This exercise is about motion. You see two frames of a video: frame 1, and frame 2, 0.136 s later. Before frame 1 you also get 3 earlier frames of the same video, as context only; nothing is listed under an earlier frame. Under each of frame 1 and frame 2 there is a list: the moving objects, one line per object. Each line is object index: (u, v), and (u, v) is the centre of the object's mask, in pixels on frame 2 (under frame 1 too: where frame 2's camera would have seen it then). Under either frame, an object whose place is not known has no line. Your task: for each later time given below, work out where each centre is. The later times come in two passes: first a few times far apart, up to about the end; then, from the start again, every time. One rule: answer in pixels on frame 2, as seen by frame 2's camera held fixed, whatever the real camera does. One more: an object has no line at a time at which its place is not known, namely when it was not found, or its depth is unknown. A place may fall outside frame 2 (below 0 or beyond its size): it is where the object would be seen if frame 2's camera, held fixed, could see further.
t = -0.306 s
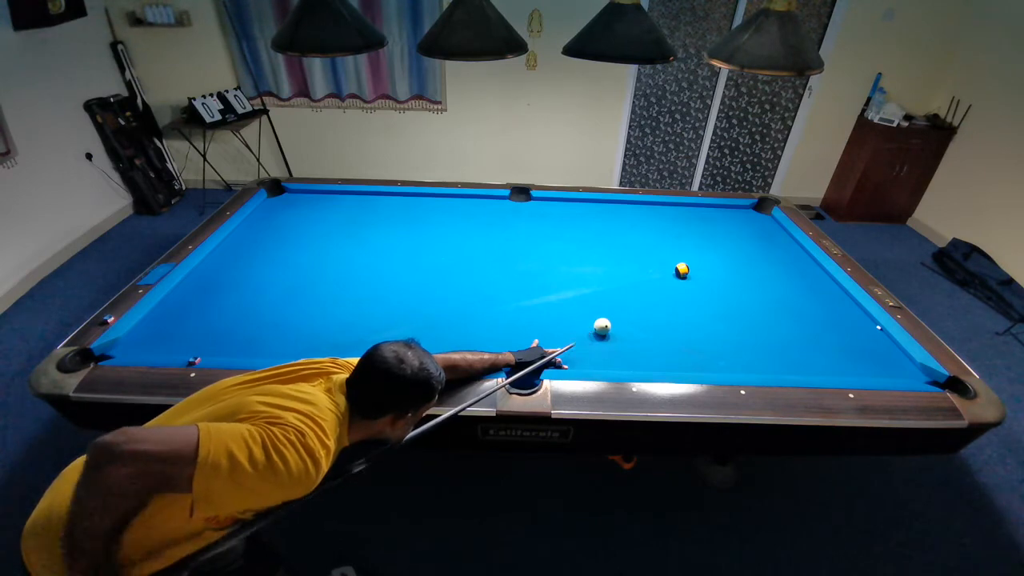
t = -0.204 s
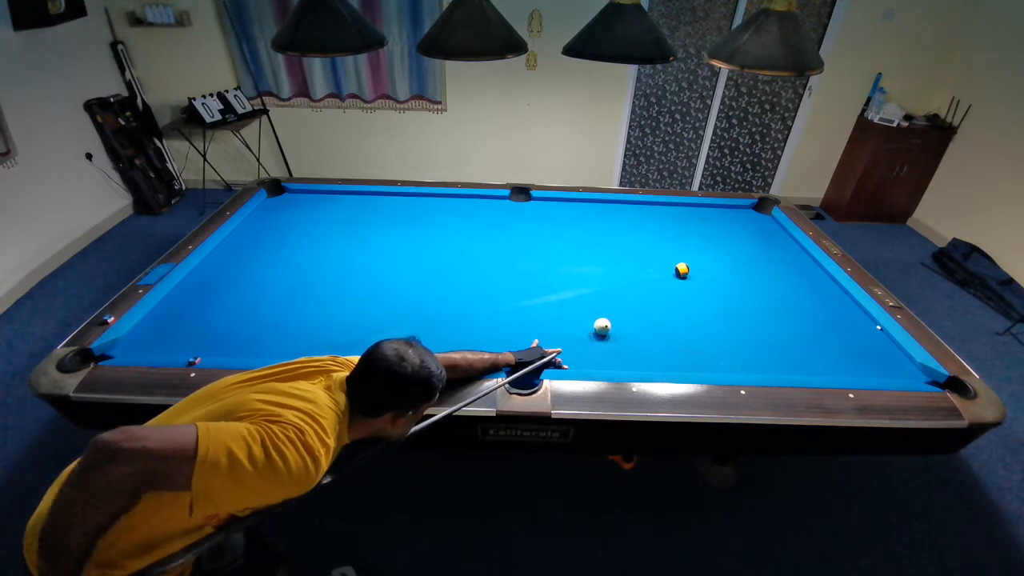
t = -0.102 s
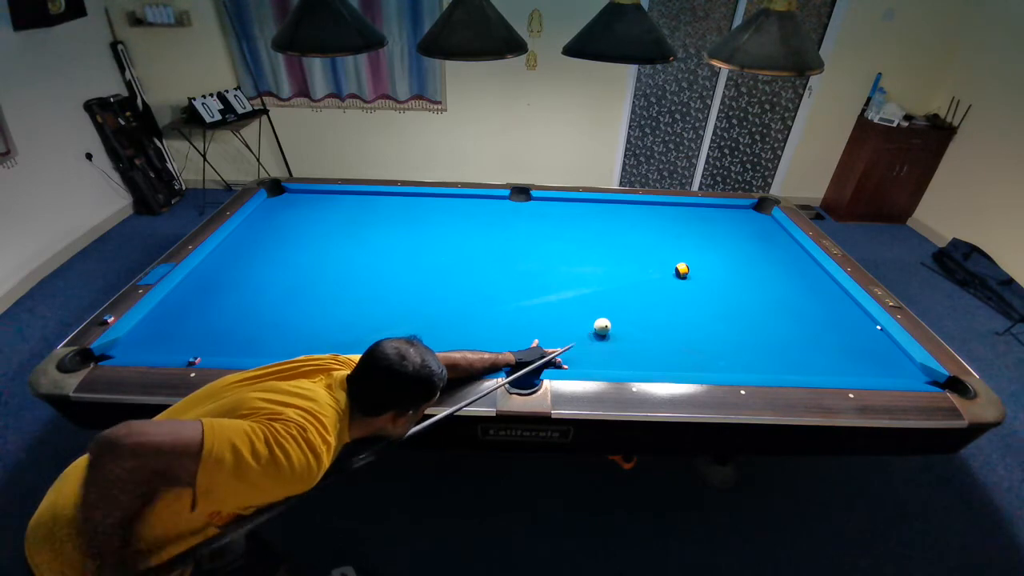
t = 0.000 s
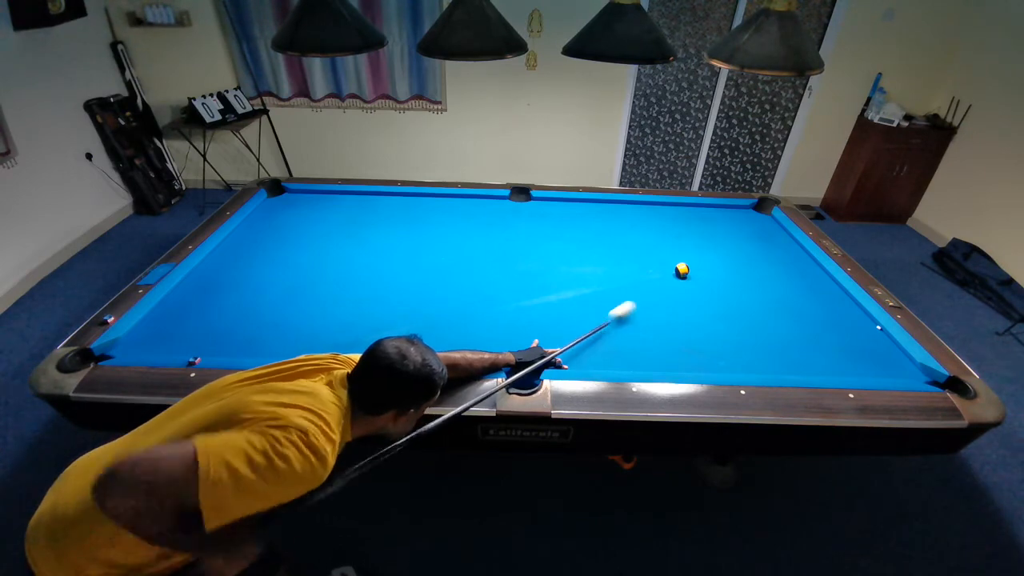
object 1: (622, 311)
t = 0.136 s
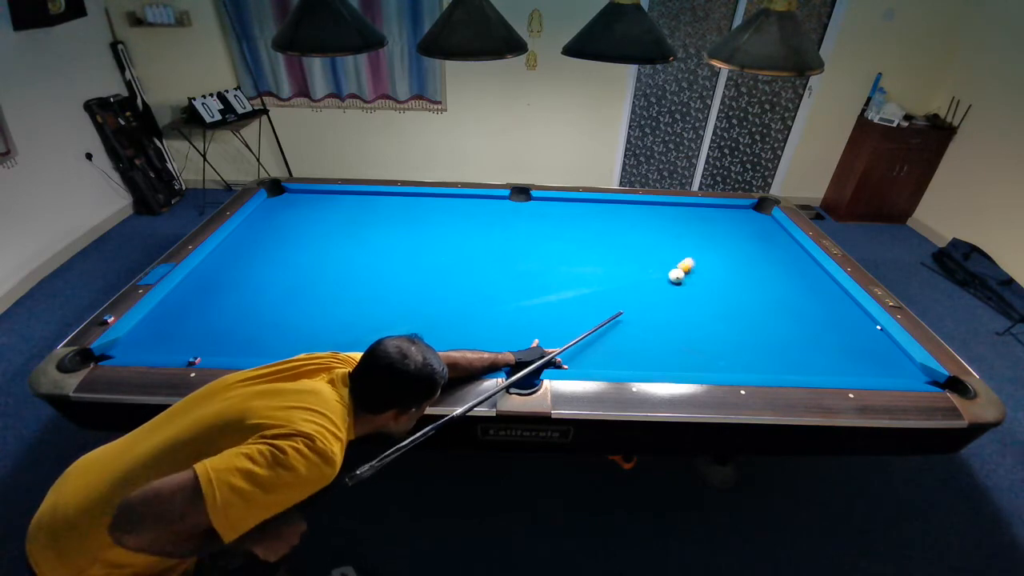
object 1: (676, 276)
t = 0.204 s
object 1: (680, 276)
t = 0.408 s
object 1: (688, 278)
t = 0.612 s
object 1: (696, 279)
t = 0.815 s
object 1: (703, 279)
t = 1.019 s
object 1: (710, 280)
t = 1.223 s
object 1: (715, 281)
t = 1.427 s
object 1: (720, 281)
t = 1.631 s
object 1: (723, 281)
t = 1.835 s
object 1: (726, 282)
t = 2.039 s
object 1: (728, 282)
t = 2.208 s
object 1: (730, 282)
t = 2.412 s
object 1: (730, 282)
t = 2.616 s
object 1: (729, 282)
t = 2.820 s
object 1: (729, 282)
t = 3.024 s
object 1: (729, 282)
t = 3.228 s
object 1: (729, 282)
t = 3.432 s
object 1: (729, 282)
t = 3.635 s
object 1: (729, 282)
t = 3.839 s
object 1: (729, 282)
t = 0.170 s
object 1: (678, 276)
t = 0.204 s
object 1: (680, 276)
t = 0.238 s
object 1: (681, 277)
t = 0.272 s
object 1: (683, 277)
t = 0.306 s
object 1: (684, 277)
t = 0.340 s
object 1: (686, 277)
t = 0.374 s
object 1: (687, 277)
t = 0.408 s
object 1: (688, 278)
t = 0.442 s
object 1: (690, 278)
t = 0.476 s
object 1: (691, 278)
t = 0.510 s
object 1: (692, 278)
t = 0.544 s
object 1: (694, 278)
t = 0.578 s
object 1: (695, 278)
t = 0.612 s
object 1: (696, 279)
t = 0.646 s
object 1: (697, 279)
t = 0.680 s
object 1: (699, 279)
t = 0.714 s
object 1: (700, 279)
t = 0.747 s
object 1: (701, 279)
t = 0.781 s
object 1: (702, 279)
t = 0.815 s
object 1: (703, 279)
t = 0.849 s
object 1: (704, 280)
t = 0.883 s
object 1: (705, 280)
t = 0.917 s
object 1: (707, 280)
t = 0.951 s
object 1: (708, 280)
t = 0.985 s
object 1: (709, 280)
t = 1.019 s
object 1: (710, 280)
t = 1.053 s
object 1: (711, 280)
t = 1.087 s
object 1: (712, 280)
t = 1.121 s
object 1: (712, 281)
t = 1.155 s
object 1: (713, 281)
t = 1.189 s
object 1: (714, 281)
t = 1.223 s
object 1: (715, 281)
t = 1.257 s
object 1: (716, 281)
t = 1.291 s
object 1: (717, 281)
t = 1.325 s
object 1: (717, 281)
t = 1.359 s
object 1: (718, 281)
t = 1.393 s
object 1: (719, 281)
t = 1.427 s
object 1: (720, 281)
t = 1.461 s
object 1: (720, 281)
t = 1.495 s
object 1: (721, 281)
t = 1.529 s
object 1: (722, 281)
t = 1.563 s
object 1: (722, 281)
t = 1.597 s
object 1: (723, 281)
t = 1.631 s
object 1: (723, 281)
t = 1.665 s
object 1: (724, 281)
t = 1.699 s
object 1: (724, 282)
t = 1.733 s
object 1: (725, 282)
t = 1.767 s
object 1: (726, 282)
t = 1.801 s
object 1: (726, 282)
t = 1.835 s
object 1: (726, 282)
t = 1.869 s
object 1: (727, 282)
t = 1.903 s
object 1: (727, 282)
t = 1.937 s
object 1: (727, 282)
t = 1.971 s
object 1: (728, 282)
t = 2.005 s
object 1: (728, 282)
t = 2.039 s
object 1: (728, 282)
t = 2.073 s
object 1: (729, 282)
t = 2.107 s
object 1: (729, 282)
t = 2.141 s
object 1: (729, 282)
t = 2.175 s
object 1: (729, 282)
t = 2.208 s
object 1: (730, 282)
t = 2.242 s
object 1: (730, 282)
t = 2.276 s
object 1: (730, 282)
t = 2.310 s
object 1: (730, 282)
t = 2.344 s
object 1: (730, 282)
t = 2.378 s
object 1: (730, 282)
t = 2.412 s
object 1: (730, 282)
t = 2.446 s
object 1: (730, 282)
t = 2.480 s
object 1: (730, 282)
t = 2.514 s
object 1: (730, 282)
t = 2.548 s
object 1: (730, 282)
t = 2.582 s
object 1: (729, 282)
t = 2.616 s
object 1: (729, 282)
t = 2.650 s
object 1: (729, 282)
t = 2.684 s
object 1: (729, 282)
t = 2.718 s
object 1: (729, 282)
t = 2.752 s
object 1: (729, 282)
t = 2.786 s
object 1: (729, 282)
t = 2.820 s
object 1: (729, 282)
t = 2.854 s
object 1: (729, 282)
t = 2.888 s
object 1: (729, 282)
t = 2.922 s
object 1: (729, 282)
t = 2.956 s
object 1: (729, 282)
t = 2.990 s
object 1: (729, 282)
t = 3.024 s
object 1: (729, 282)
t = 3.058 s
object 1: (729, 282)
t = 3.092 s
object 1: (729, 282)
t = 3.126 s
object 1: (729, 282)
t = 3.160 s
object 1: (729, 282)
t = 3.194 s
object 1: (729, 282)
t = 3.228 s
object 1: (729, 282)
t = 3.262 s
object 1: (729, 282)
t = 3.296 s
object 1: (729, 282)
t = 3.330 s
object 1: (729, 282)
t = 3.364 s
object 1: (729, 282)
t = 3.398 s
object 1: (729, 282)
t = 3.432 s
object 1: (729, 282)
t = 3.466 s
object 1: (729, 282)
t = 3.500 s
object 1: (729, 282)
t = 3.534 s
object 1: (729, 282)
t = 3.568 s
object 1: (729, 282)
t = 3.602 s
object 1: (729, 282)
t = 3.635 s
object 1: (729, 282)
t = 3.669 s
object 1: (729, 282)
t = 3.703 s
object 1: (729, 282)
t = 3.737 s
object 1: (729, 282)
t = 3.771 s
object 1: (729, 282)
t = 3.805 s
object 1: (729, 282)
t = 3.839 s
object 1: (729, 282)
